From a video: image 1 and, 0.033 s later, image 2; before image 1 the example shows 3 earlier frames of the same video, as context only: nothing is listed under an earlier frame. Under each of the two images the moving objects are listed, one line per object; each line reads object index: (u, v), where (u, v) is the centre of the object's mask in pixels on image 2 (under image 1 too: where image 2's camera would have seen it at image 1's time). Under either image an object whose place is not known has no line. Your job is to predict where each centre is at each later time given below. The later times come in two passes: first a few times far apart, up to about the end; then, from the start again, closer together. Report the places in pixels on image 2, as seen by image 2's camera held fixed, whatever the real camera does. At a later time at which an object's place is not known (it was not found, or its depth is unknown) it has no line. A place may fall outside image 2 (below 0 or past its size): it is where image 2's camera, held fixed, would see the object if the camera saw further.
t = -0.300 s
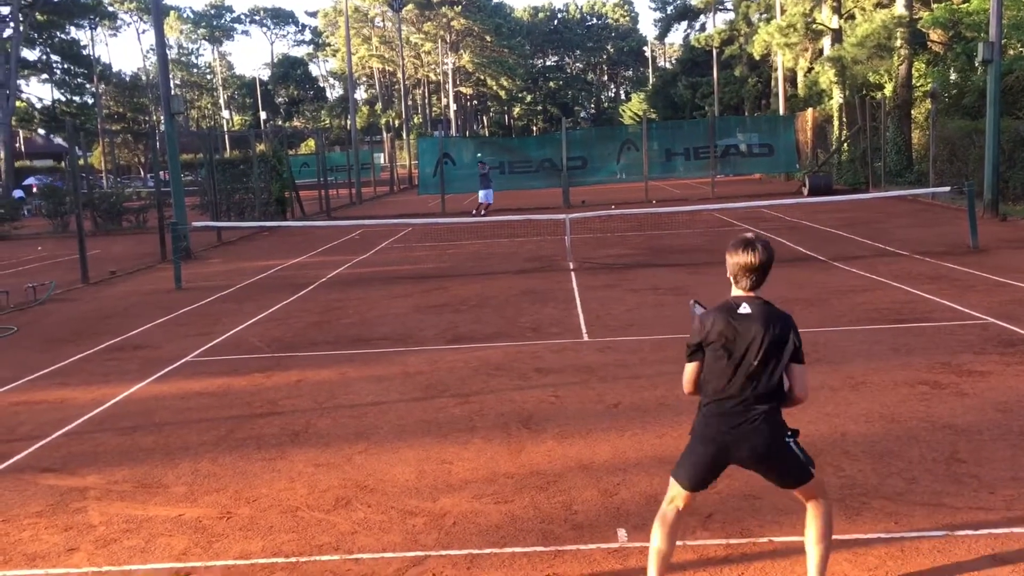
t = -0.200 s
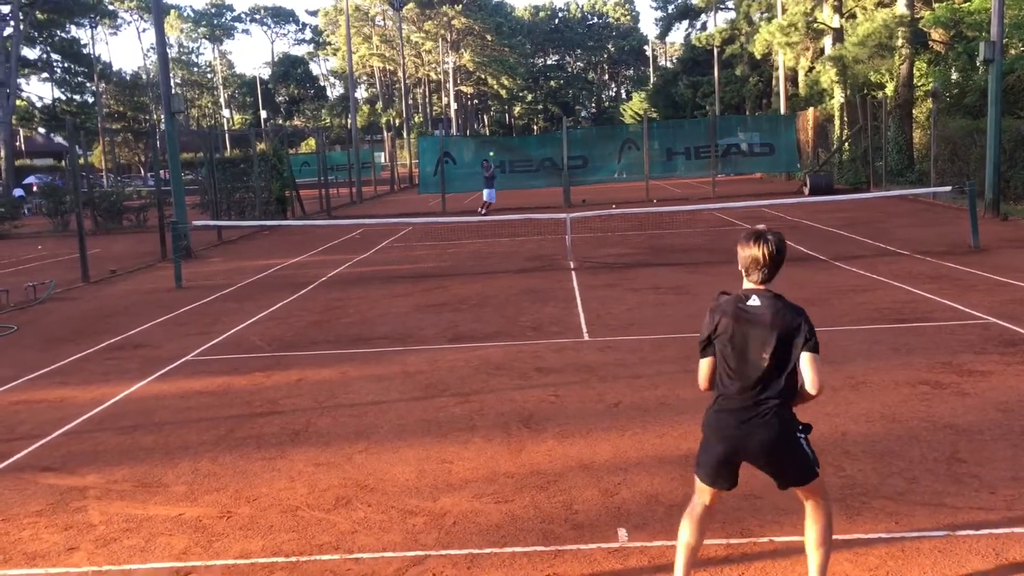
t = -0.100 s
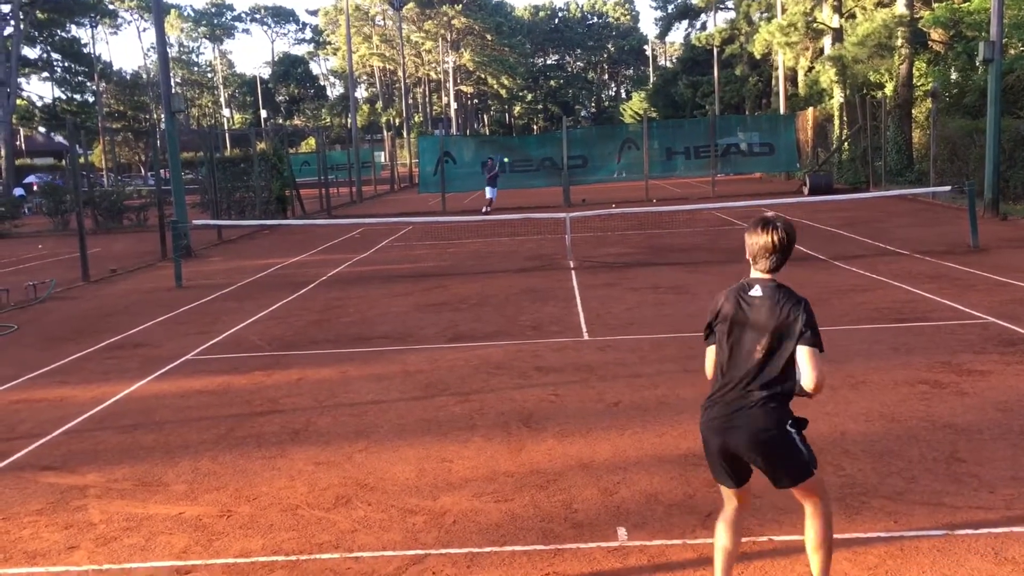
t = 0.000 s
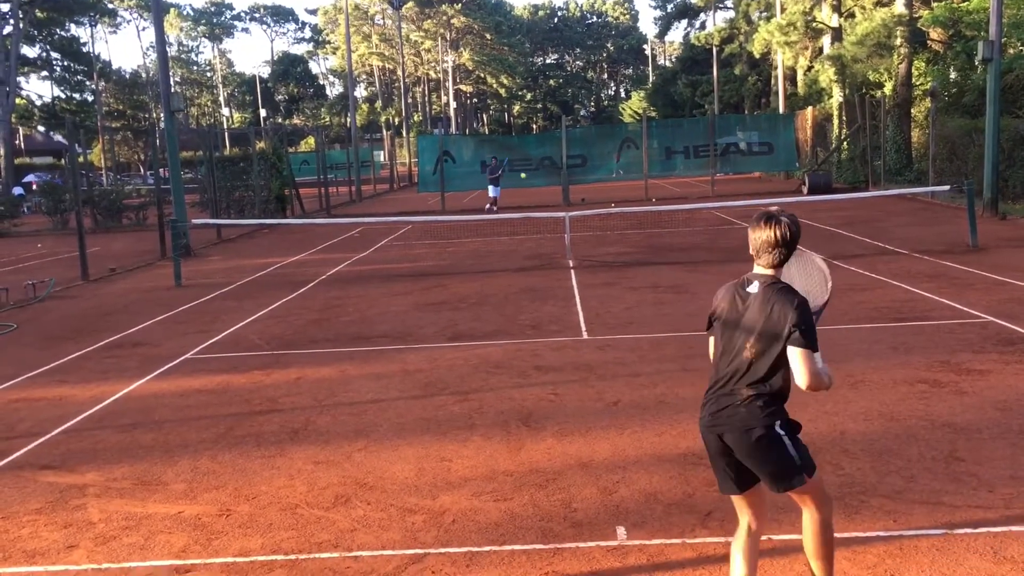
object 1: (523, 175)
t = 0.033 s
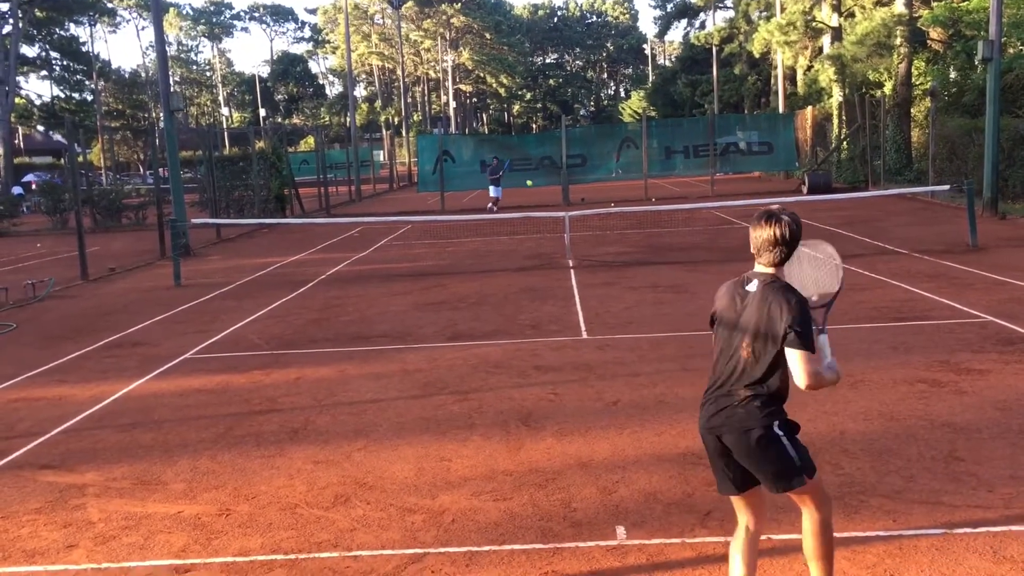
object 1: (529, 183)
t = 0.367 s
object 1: (632, 337)
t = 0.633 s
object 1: (746, 256)
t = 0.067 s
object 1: (537, 192)
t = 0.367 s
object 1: (632, 337)
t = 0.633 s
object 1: (746, 256)
